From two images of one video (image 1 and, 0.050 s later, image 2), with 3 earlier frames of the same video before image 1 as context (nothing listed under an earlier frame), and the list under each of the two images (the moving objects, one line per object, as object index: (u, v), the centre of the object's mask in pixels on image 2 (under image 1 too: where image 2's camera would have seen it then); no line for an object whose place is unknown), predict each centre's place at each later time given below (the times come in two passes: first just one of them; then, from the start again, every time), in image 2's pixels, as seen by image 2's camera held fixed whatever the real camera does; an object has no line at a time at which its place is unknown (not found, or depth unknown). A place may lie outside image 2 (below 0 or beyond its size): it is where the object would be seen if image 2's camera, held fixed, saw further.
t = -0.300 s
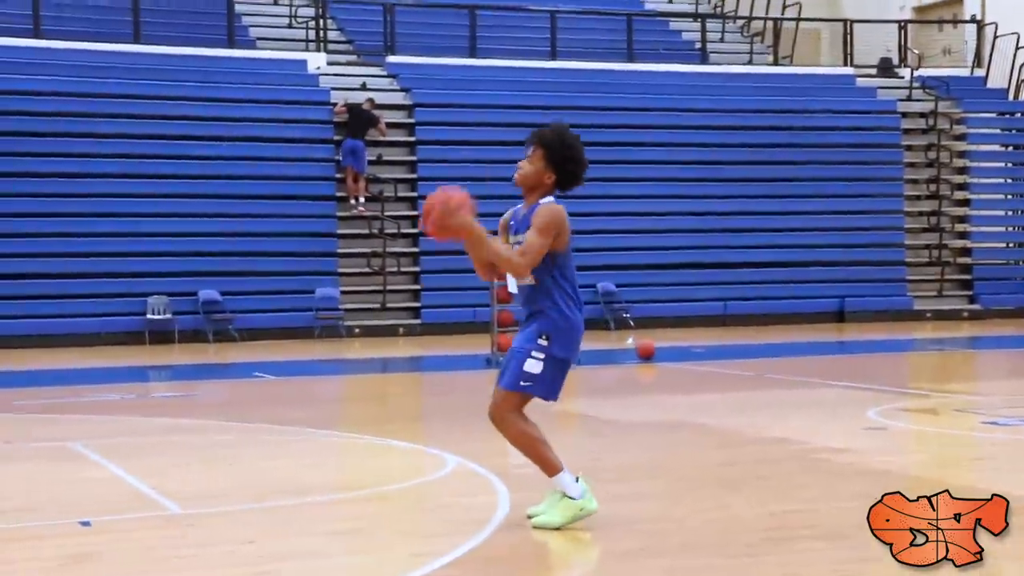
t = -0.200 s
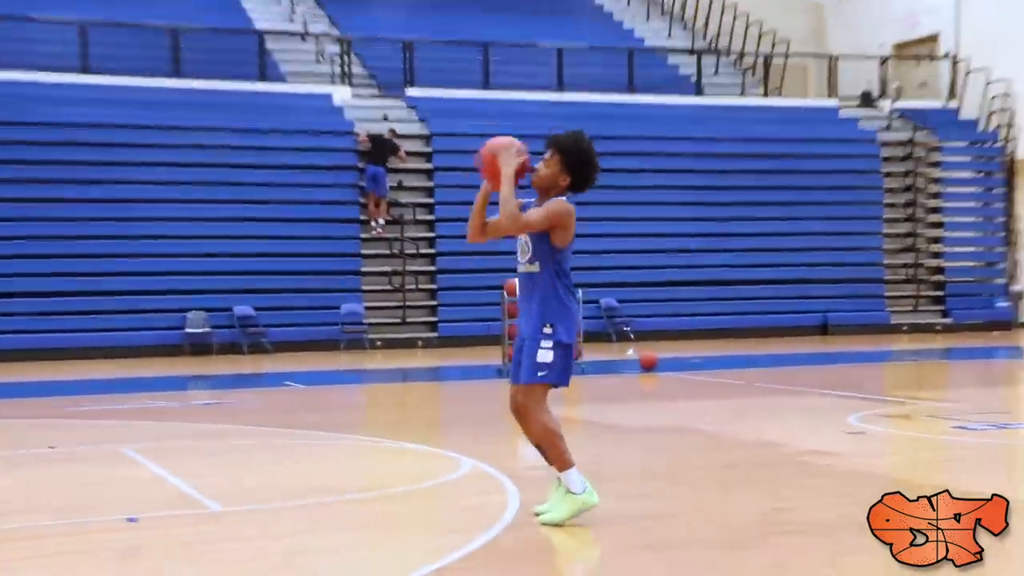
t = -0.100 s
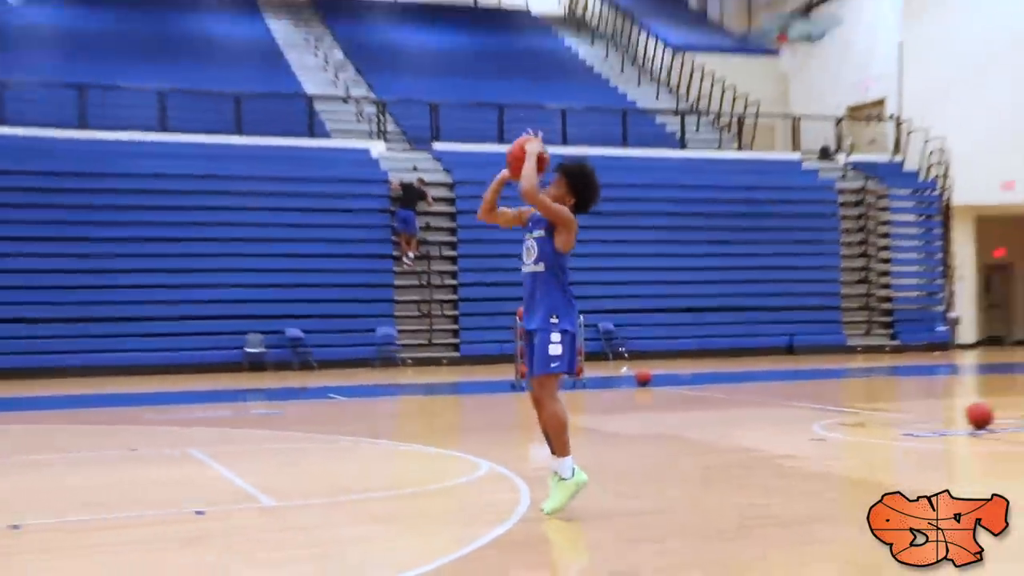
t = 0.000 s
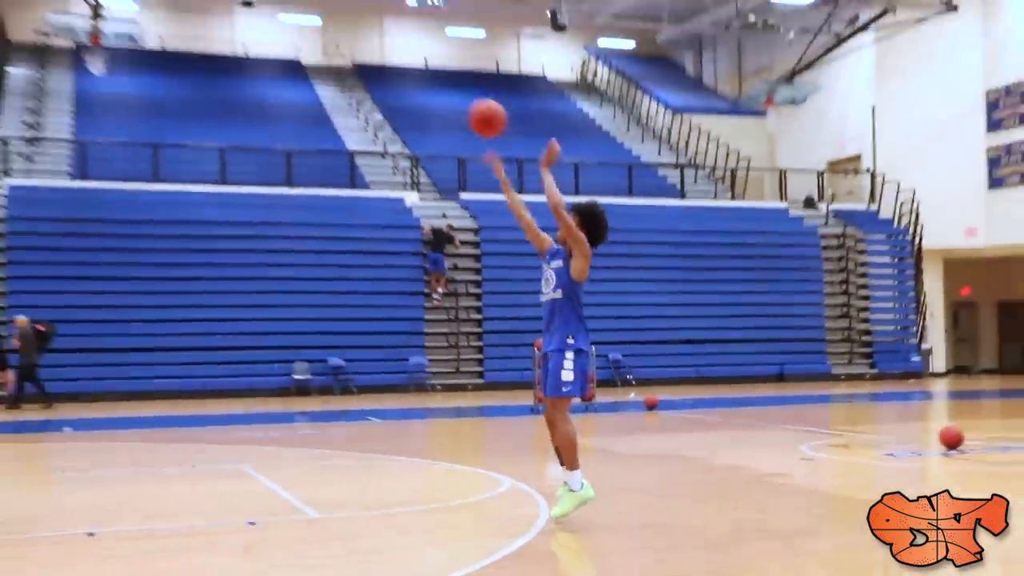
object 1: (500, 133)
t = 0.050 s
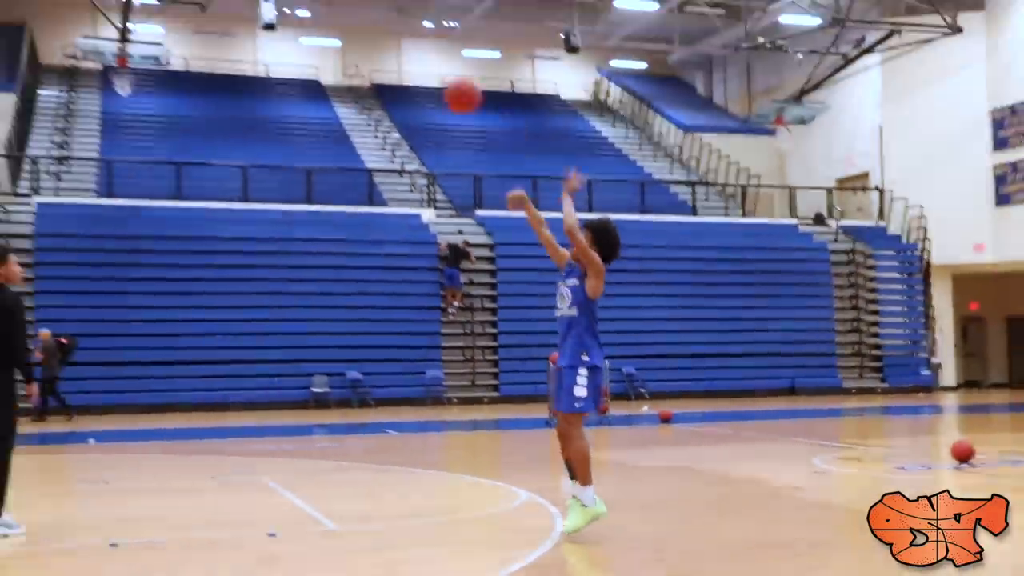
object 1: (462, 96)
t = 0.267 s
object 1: (293, -41)
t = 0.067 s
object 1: (448, 84)
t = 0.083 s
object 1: (435, 70)
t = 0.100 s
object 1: (421, 58)
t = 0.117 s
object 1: (408, 45)
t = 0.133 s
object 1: (395, 34)
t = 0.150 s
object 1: (382, 23)
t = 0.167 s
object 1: (369, 13)
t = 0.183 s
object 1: (356, 4)
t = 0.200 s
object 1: (344, -6)
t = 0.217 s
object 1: (330, -15)
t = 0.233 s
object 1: (318, -24)
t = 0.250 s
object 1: (306, -33)
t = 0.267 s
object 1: (293, -41)
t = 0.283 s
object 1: (280, -48)
